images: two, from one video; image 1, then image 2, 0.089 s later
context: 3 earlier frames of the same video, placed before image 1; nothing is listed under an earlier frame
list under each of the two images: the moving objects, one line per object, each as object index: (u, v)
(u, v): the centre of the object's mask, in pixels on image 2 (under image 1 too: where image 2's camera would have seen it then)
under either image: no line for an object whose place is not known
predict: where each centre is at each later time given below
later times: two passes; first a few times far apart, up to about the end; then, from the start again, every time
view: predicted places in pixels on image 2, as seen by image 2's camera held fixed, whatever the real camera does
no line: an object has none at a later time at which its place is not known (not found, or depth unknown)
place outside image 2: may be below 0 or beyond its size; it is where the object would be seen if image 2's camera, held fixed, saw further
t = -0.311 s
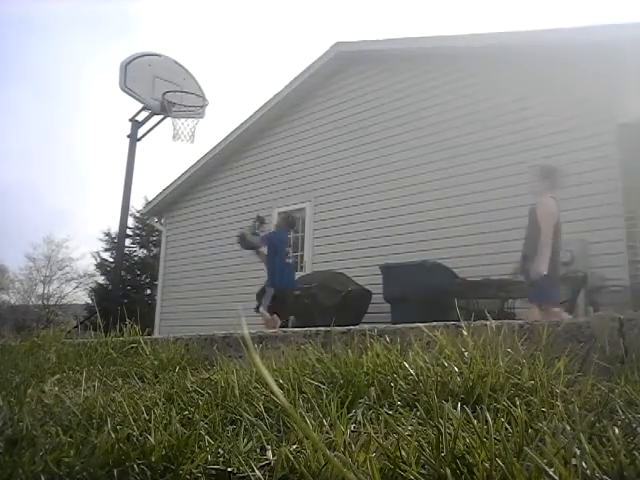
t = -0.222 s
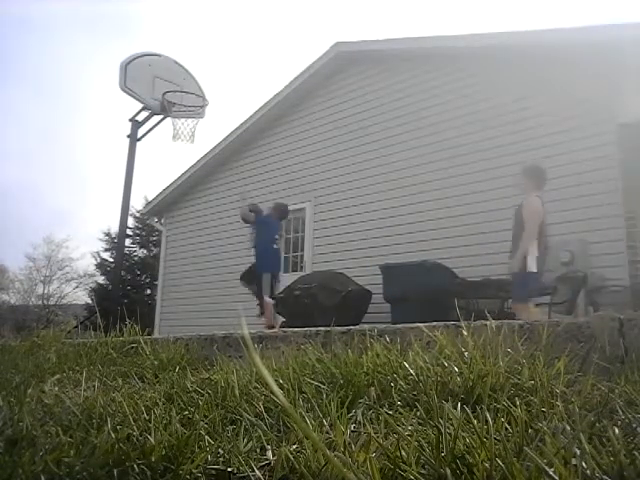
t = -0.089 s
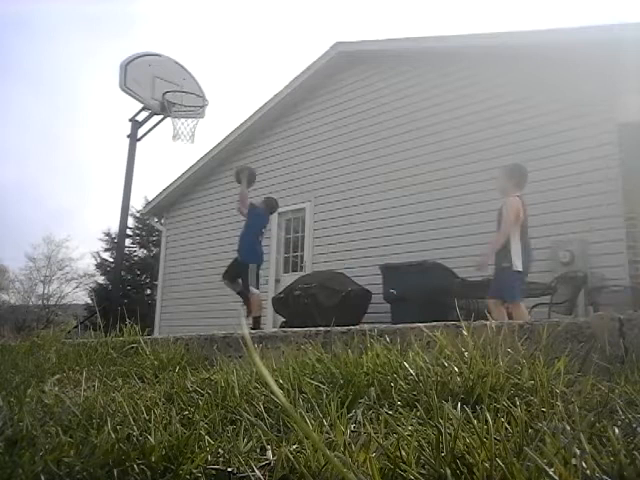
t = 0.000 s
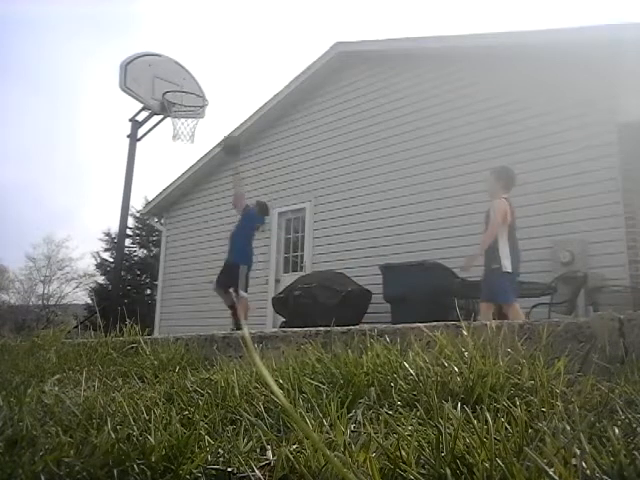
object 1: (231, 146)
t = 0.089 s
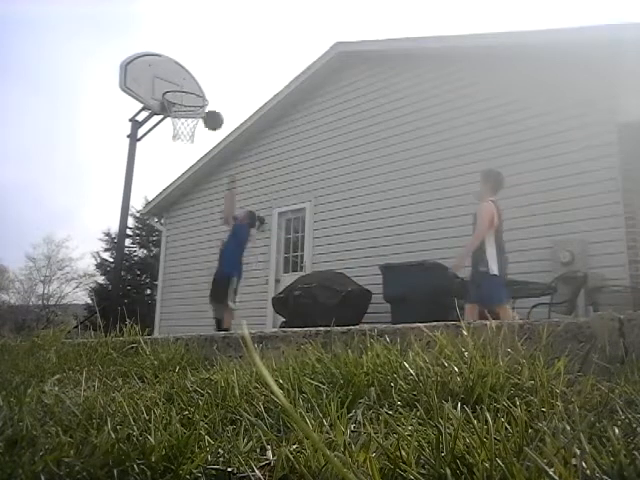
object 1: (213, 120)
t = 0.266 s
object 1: (191, 91)
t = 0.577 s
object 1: (183, 103)
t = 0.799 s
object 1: (184, 139)
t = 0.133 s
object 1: (206, 109)
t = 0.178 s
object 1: (194, 102)
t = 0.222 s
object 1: (191, 96)
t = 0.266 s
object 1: (191, 91)
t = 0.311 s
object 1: (190, 88)
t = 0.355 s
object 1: (189, 87)
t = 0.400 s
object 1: (188, 87)
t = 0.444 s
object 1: (188, 88)
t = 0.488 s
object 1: (186, 91)
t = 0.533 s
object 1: (184, 96)
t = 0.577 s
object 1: (183, 103)
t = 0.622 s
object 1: (182, 111)
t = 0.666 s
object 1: (182, 117)
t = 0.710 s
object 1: (183, 125)
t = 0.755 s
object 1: (184, 130)
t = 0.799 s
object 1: (184, 139)
